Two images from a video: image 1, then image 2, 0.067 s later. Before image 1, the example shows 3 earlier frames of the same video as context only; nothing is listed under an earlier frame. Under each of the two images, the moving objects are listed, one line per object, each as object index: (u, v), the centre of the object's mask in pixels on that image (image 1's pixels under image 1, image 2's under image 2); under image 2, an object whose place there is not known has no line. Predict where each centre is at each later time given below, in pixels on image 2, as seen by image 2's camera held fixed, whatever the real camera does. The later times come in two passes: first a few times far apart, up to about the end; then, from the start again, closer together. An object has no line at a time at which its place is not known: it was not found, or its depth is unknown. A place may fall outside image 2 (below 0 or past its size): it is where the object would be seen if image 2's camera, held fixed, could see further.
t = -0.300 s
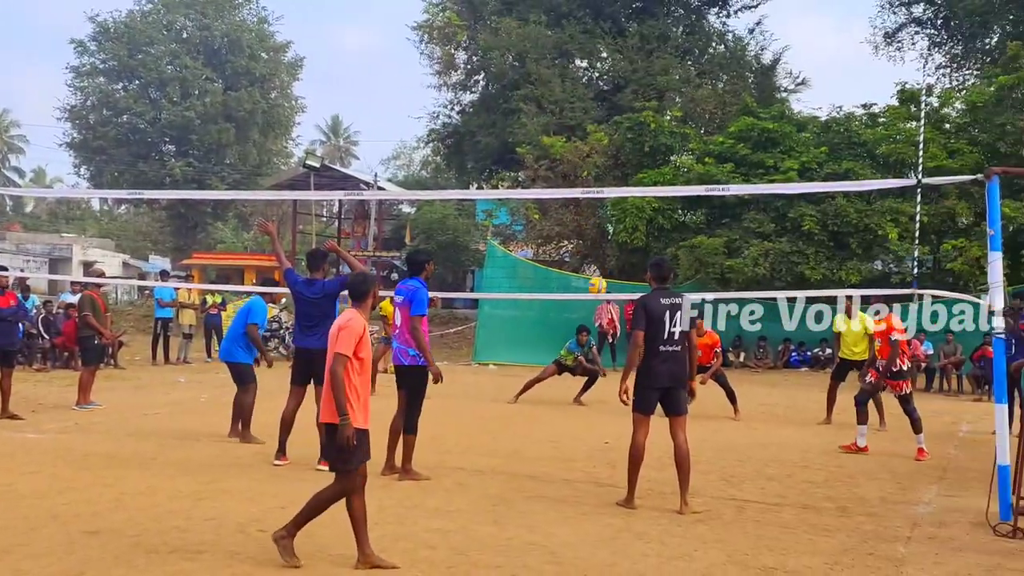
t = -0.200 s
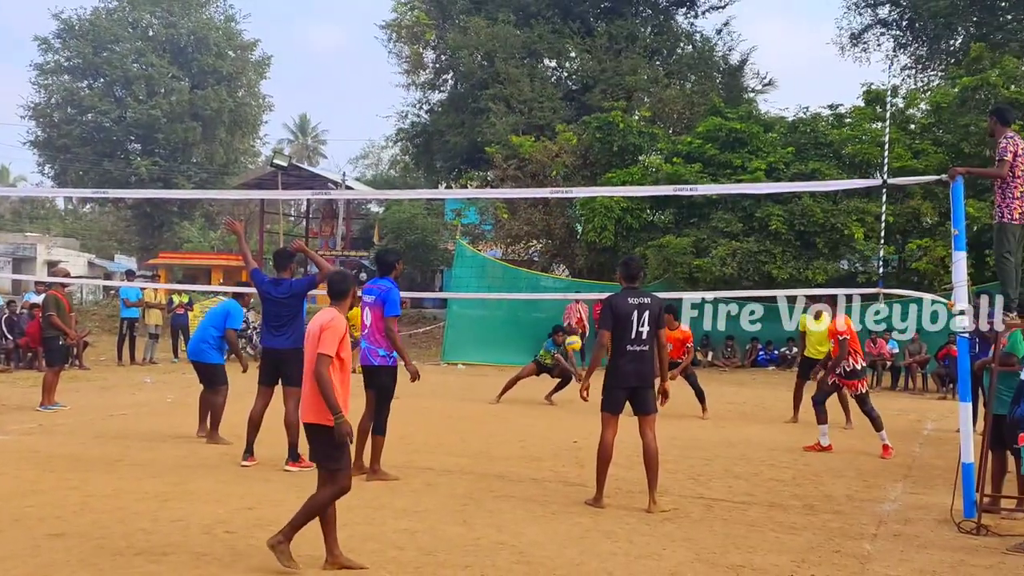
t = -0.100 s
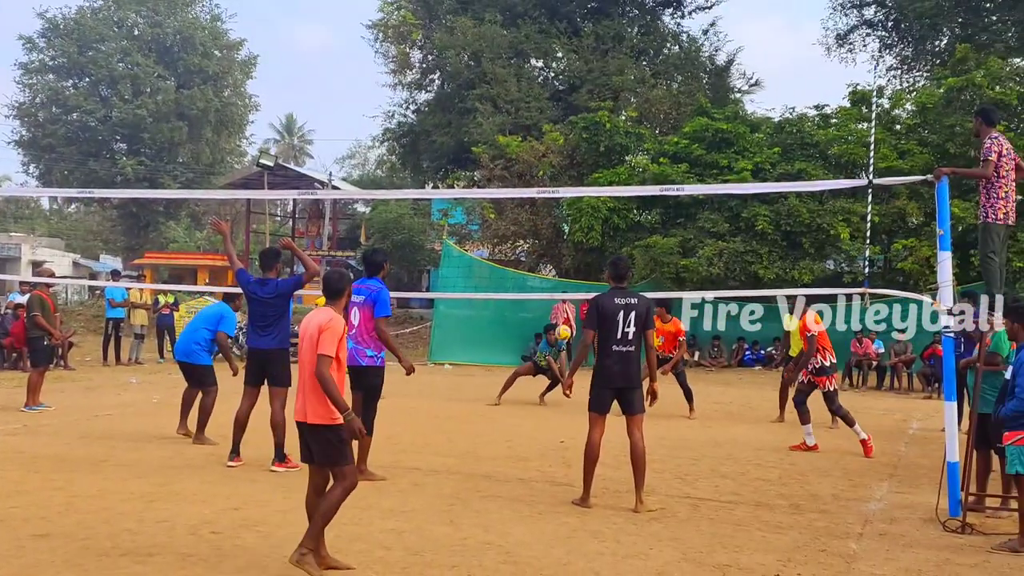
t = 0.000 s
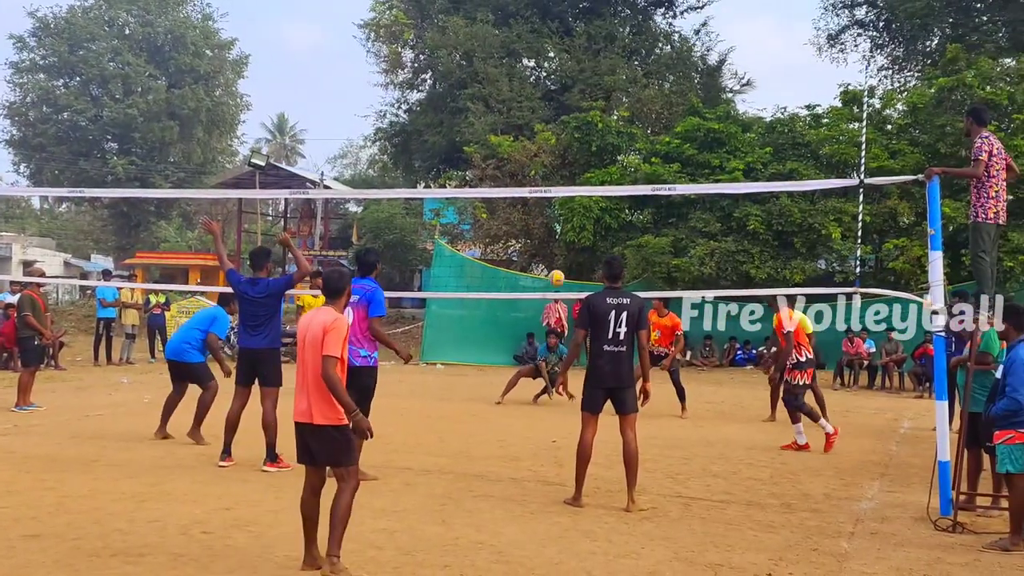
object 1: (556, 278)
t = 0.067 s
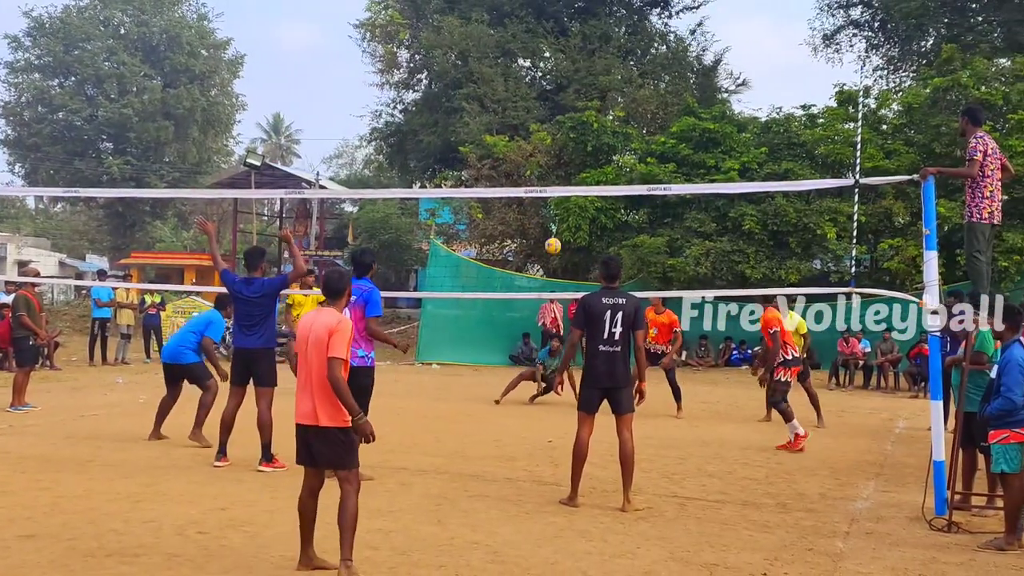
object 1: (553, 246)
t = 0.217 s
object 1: (552, 181)
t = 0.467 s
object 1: (553, 114)
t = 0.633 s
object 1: (554, 93)
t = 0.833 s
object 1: (553, 94)
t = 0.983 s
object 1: (552, 117)
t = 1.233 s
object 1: (551, 188)
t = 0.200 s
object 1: (552, 185)
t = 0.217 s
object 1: (552, 181)
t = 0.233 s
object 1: (552, 177)
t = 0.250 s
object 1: (552, 171)
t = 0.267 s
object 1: (552, 166)
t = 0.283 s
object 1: (552, 161)
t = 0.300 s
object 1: (553, 156)
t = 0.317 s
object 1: (553, 150)
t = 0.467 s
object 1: (553, 114)
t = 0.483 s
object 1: (553, 110)
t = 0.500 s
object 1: (554, 108)
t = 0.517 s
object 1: (553, 106)
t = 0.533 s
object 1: (553, 103)
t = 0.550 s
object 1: (553, 100)
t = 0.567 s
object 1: (553, 98)
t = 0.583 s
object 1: (553, 97)
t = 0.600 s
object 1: (553, 95)
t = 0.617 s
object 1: (553, 94)
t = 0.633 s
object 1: (554, 93)
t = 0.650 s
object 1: (554, 92)
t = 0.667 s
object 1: (554, 91)
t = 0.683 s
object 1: (554, 89)
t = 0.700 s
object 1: (554, 89)
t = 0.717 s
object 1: (554, 89)
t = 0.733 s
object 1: (554, 90)
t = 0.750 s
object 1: (554, 90)
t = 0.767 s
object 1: (554, 90)
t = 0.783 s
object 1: (554, 91)
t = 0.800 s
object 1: (553, 92)
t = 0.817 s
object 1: (553, 93)
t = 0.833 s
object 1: (553, 94)
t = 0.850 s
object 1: (553, 96)
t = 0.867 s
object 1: (553, 98)
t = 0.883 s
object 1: (553, 100)
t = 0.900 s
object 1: (553, 102)
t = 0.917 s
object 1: (553, 104)
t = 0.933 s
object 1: (553, 106)
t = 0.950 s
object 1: (552, 109)
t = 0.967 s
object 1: (553, 113)
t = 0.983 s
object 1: (552, 117)
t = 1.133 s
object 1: (551, 157)
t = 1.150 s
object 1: (551, 162)
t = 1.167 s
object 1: (551, 168)
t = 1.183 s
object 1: (551, 174)
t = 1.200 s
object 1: (551, 181)
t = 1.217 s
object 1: (551, 185)
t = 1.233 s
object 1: (551, 188)
